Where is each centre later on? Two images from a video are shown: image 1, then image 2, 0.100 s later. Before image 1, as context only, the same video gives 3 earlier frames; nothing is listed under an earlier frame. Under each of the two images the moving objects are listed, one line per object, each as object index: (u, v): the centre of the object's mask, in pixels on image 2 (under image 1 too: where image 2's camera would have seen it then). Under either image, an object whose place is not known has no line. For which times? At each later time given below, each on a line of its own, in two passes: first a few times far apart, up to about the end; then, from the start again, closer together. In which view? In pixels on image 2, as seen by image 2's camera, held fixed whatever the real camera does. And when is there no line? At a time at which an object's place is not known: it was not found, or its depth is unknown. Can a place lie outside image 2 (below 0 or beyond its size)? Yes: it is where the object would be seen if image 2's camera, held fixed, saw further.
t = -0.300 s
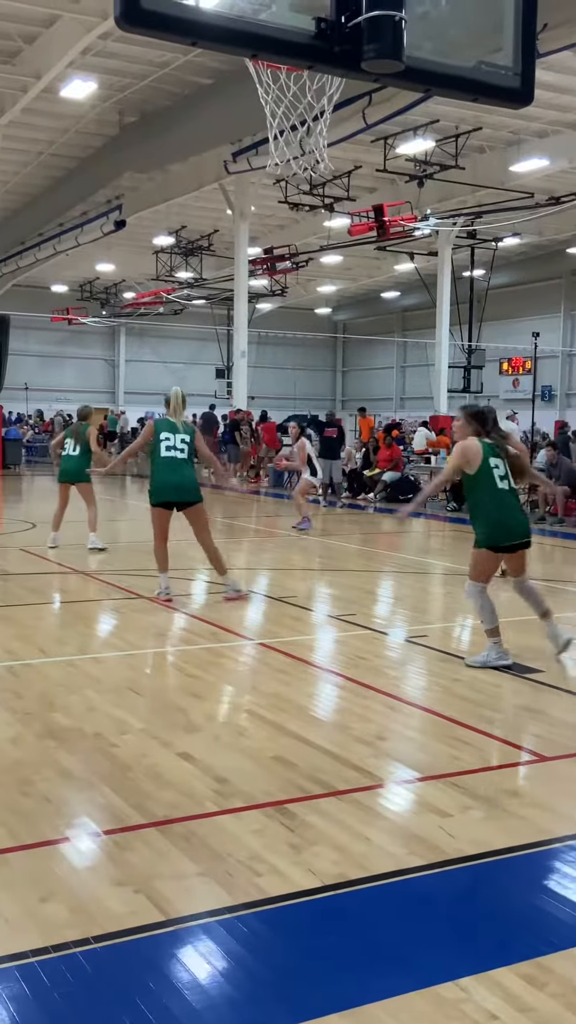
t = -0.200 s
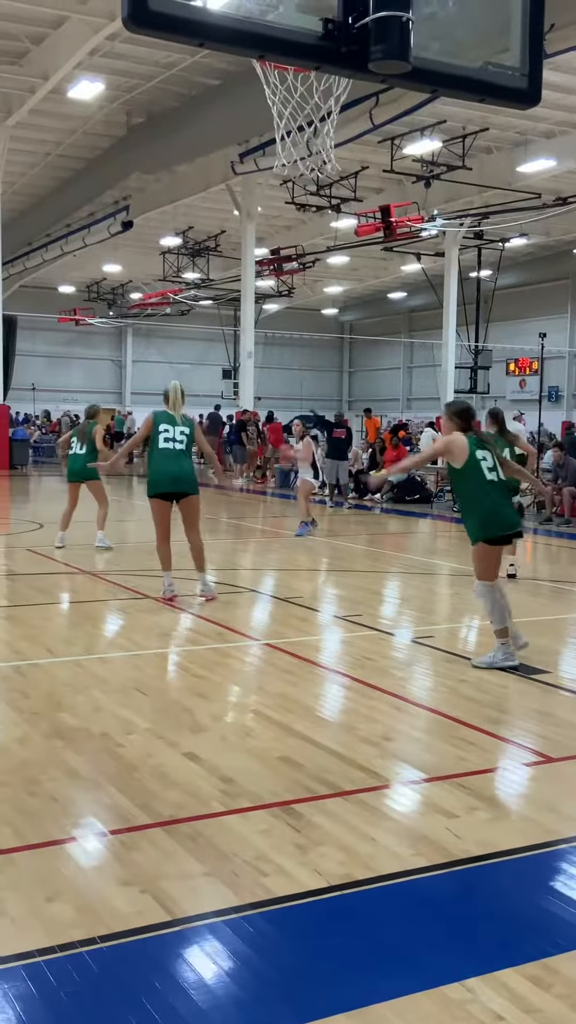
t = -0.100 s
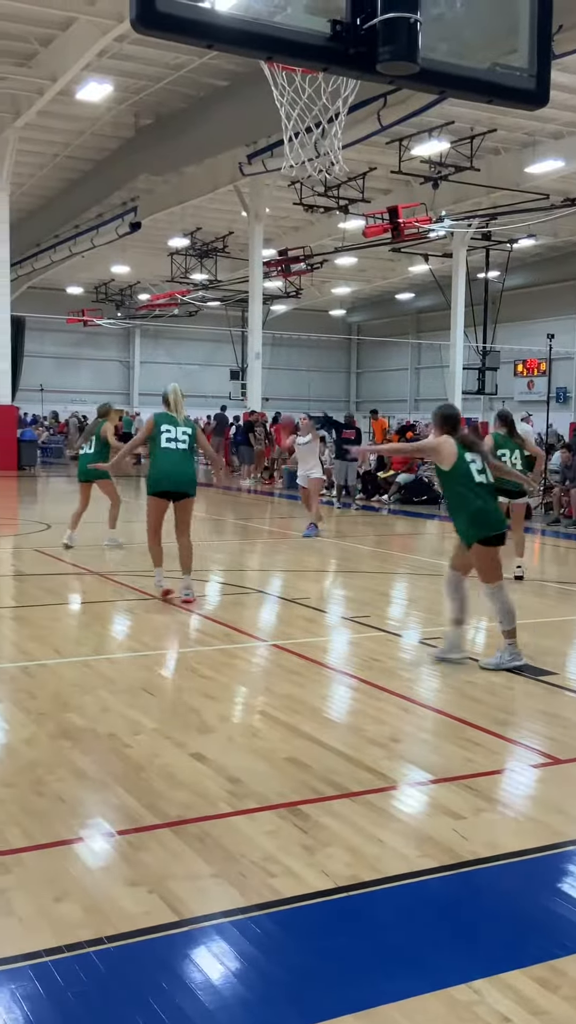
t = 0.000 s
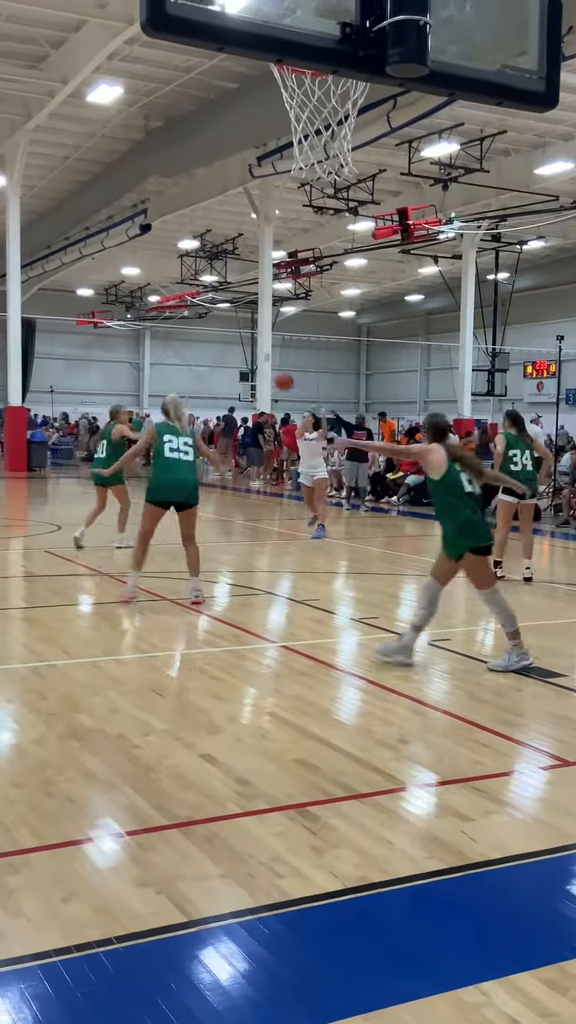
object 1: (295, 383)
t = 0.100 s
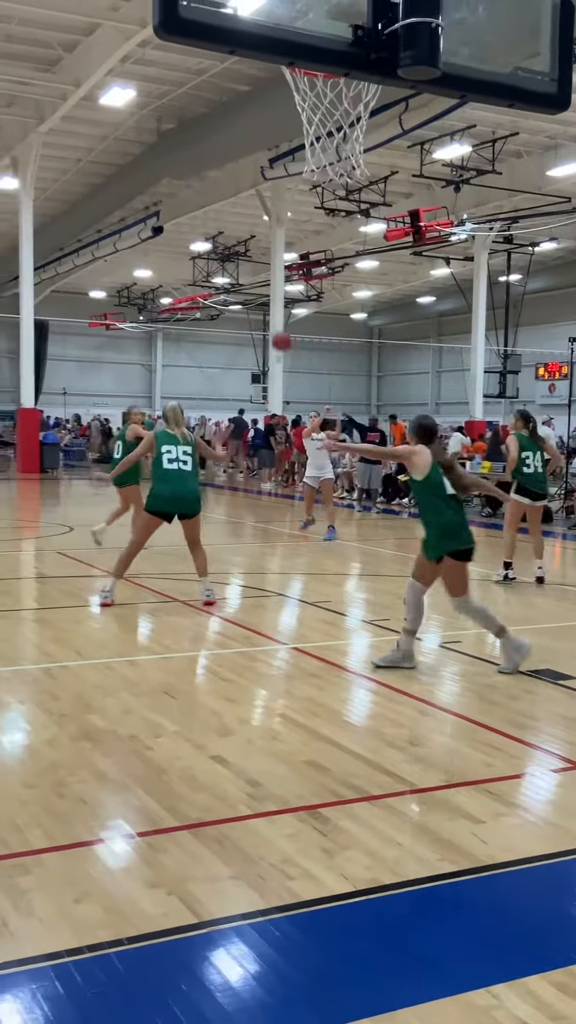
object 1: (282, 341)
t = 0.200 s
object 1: (267, 304)
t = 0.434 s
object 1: (219, 232)
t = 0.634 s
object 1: (151, 191)
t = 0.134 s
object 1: (277, 328)
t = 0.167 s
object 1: (272, 317)
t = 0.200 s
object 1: (267, 304)
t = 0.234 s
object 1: (260, 293)
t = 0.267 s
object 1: (255, 282)
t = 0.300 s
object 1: (249, 269)
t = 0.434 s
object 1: (219, 232)
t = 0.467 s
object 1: (210, 223)
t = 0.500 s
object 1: (200, 215)
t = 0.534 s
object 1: (189, 207)
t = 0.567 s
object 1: (179, 201)
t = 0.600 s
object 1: (165, 195)
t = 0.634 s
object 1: (151, 191)
